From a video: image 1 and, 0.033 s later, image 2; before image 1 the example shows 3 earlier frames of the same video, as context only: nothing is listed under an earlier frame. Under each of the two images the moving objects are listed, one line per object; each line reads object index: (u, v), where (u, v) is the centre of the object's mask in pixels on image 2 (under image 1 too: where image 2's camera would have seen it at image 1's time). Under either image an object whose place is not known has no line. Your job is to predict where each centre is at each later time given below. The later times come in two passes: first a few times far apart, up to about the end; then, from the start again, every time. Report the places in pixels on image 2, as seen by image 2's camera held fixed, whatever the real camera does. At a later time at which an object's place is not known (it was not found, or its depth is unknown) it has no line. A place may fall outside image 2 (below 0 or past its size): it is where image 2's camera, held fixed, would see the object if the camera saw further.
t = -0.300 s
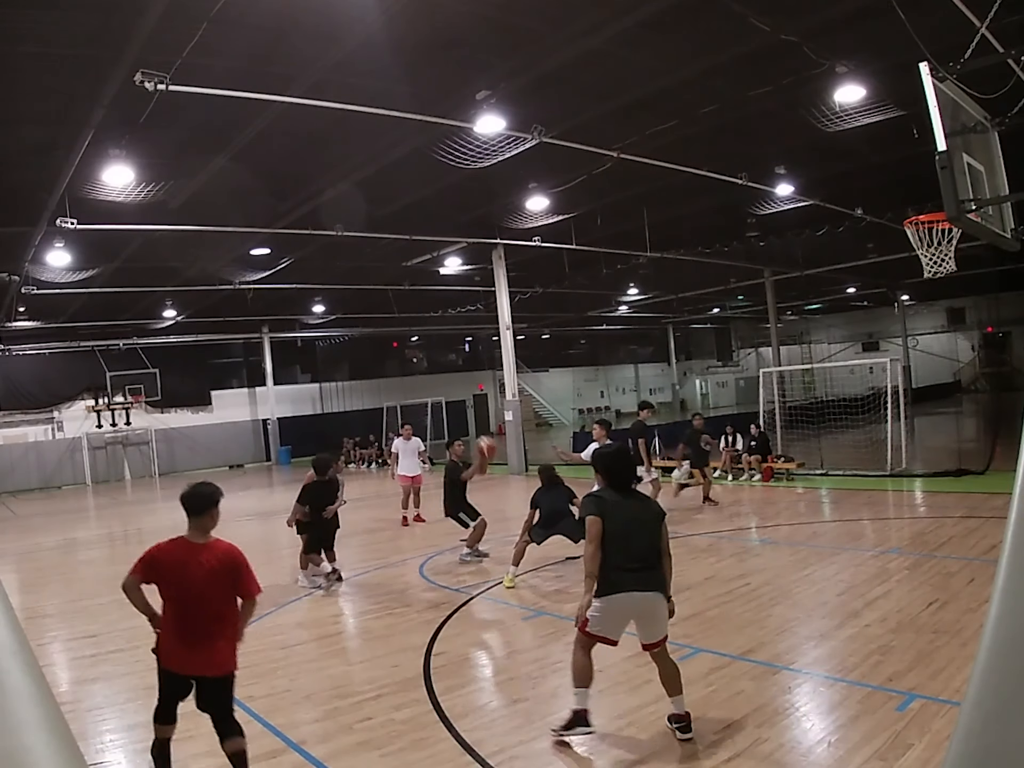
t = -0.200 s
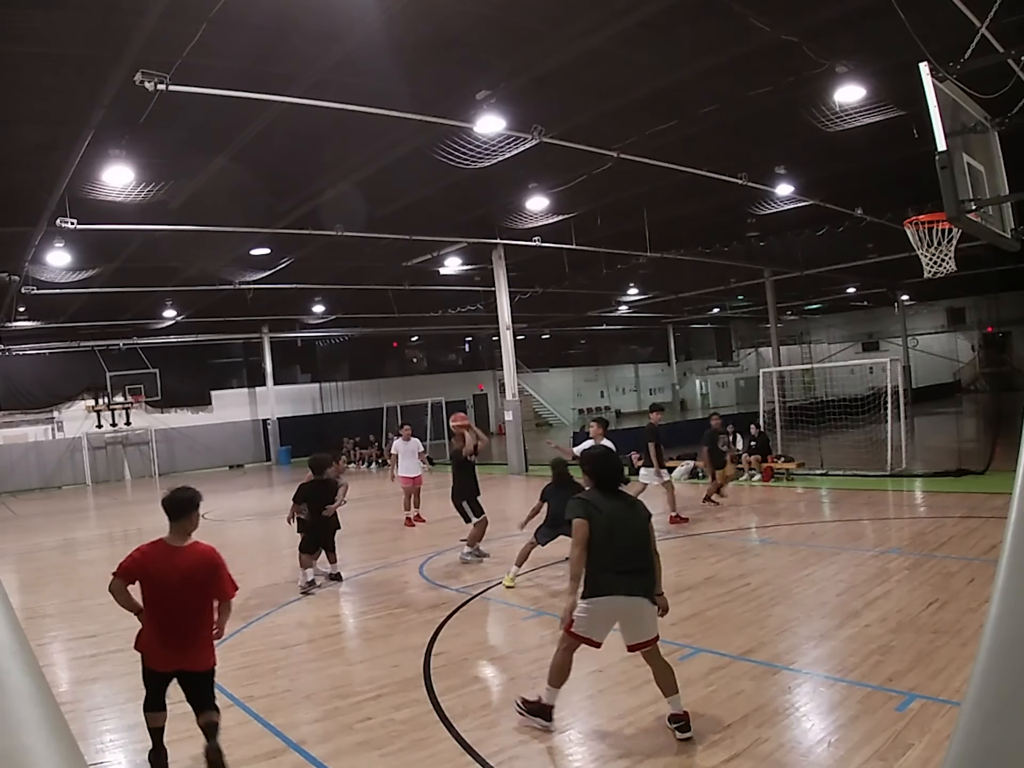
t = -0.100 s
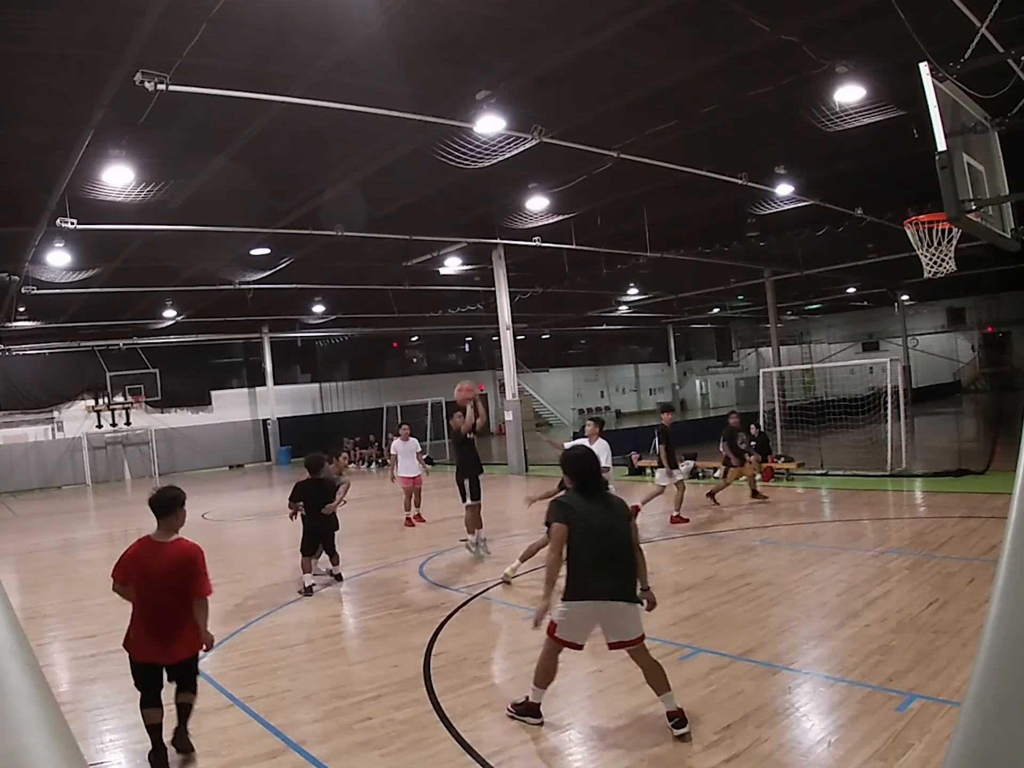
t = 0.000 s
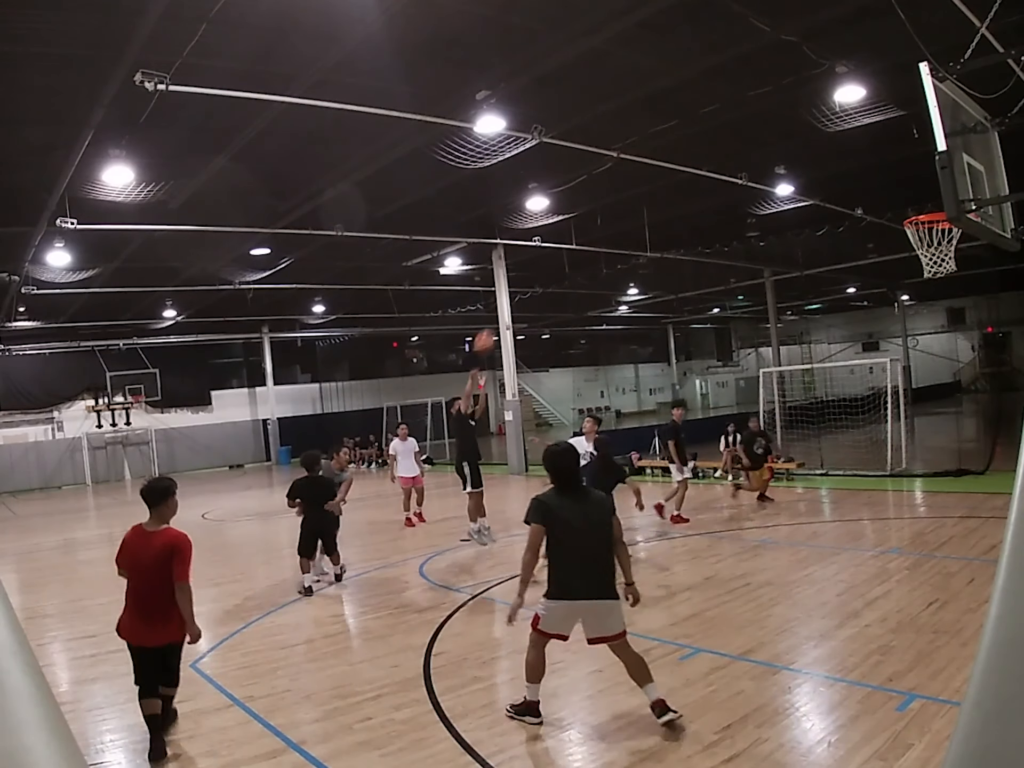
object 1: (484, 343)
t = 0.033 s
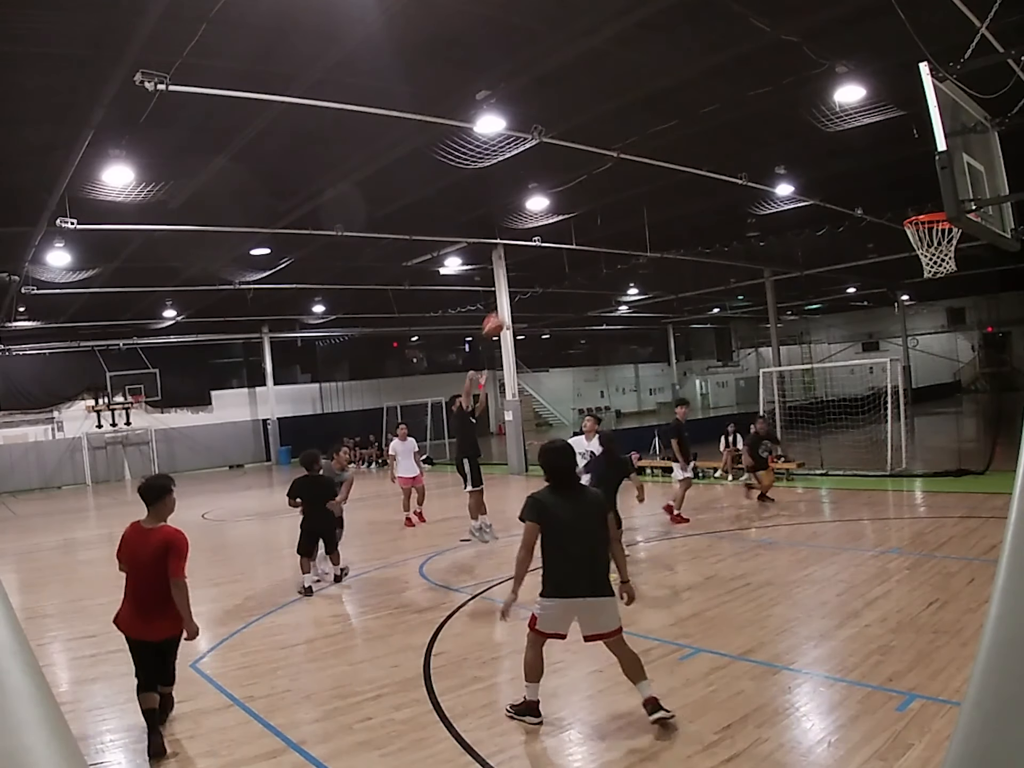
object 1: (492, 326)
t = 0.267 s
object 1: (563, 219)
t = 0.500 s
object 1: (647, 152)
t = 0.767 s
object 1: (766, 133)
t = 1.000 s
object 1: (895, 183)
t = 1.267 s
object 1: (926, 277)
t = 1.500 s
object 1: (916, 341)
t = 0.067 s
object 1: (501, 309)
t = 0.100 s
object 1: (513, 290)
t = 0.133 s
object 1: (521, 276)
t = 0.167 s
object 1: (532, 260)
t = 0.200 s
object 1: (541, 246)
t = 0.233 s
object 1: (552, 232)
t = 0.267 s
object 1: (563, 219)
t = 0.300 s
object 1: (574, 207)
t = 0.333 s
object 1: (585, 196)
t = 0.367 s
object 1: (597, 185)
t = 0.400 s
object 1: (609, 176)
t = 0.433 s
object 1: (621, 167)
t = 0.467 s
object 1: (633, 159)
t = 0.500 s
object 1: (647, 152)
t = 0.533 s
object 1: (660, 145)
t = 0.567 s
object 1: (674, 140)
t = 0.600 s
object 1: (688, 136)
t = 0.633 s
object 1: (703, 133)
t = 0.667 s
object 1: (718, 132)
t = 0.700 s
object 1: (733, 131)
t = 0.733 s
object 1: (750, 131)
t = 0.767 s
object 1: (766, 133)
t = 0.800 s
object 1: (783, 136)
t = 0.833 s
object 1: (800, 140)
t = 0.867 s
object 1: (818, 145)
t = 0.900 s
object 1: (836, 152)
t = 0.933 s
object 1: (855, 161)
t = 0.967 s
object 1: (875, 171)
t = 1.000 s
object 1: (895, 183)
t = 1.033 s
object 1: (916, 197)
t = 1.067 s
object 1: (931, 205)
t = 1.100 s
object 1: (944, 232)
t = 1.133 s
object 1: (940, 242)
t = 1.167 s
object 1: (934, 262)
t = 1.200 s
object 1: (929, 270)
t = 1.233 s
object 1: (928, 274)
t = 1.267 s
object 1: (926, 277)
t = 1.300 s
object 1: (924, 281)
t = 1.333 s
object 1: (922, 287)
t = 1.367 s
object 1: (921, 295)
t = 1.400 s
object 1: (919, 304)
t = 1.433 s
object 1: (918, 315)
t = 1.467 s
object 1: (917, 326)
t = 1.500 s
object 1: (916, 341)
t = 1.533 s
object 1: (915, 357)
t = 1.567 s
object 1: (914, 372)
